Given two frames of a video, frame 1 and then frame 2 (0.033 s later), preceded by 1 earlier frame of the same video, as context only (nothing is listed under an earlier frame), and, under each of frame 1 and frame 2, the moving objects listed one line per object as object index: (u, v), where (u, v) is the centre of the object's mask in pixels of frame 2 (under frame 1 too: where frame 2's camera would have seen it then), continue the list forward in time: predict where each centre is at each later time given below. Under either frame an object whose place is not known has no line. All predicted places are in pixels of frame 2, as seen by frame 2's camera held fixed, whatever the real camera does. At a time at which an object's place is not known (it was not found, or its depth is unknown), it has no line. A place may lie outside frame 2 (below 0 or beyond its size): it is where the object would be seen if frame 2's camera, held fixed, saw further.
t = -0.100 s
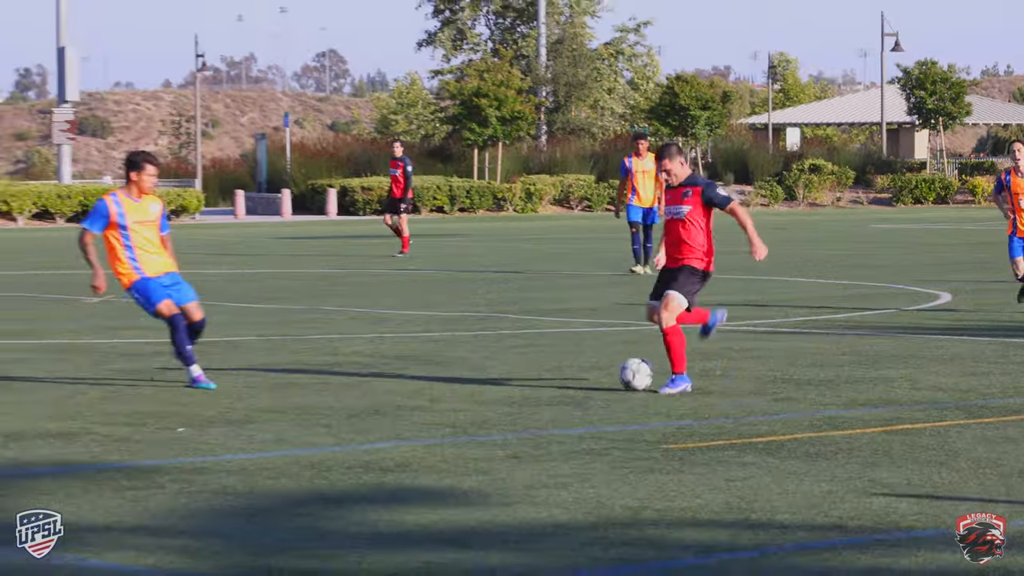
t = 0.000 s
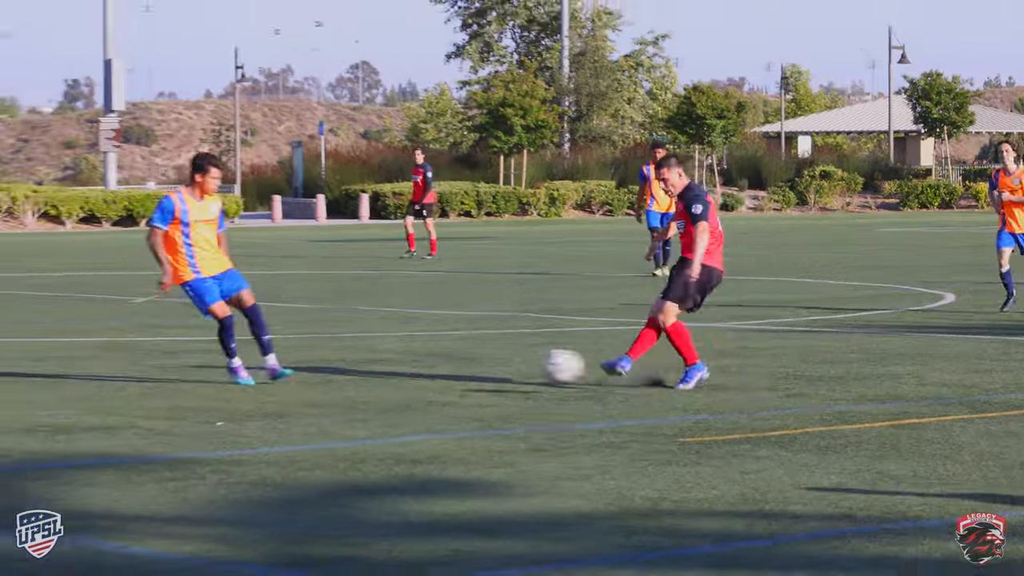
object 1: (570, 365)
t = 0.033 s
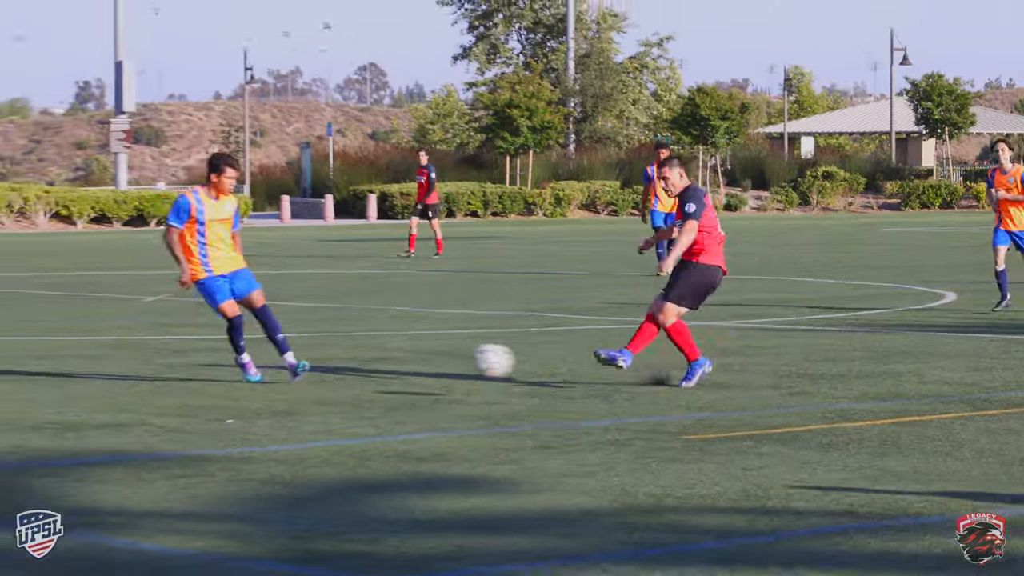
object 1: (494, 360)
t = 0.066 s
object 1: (416, 358)
